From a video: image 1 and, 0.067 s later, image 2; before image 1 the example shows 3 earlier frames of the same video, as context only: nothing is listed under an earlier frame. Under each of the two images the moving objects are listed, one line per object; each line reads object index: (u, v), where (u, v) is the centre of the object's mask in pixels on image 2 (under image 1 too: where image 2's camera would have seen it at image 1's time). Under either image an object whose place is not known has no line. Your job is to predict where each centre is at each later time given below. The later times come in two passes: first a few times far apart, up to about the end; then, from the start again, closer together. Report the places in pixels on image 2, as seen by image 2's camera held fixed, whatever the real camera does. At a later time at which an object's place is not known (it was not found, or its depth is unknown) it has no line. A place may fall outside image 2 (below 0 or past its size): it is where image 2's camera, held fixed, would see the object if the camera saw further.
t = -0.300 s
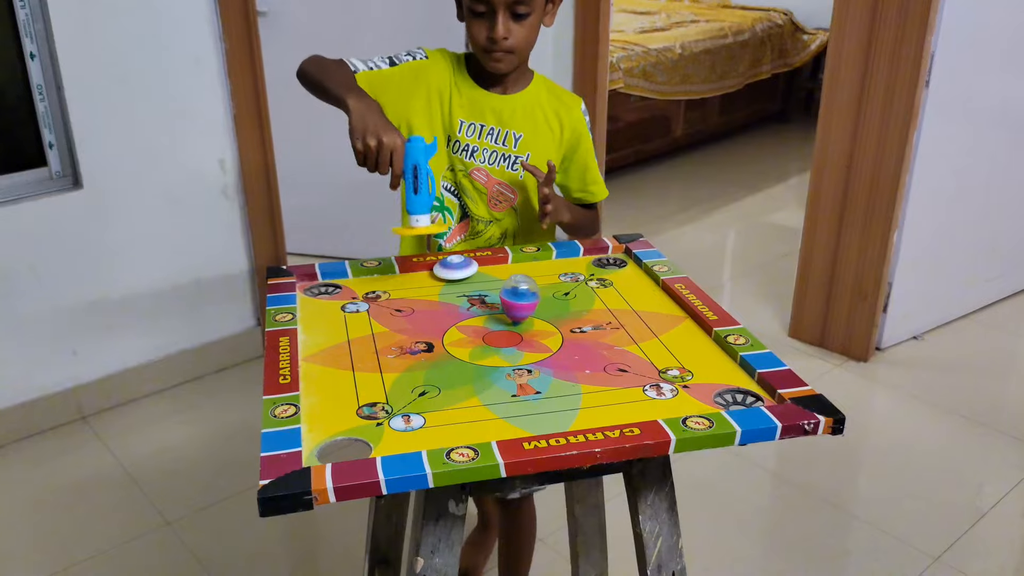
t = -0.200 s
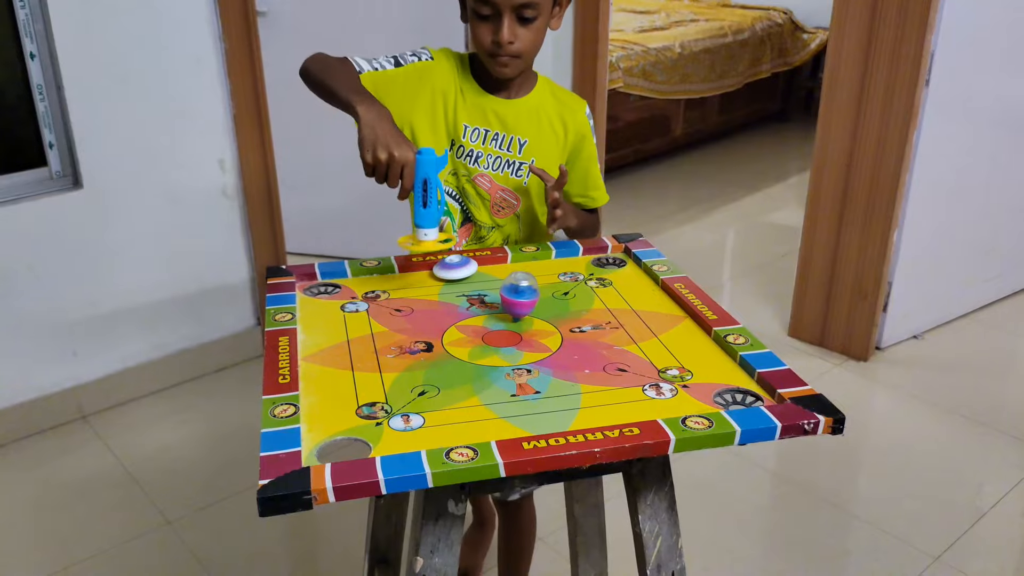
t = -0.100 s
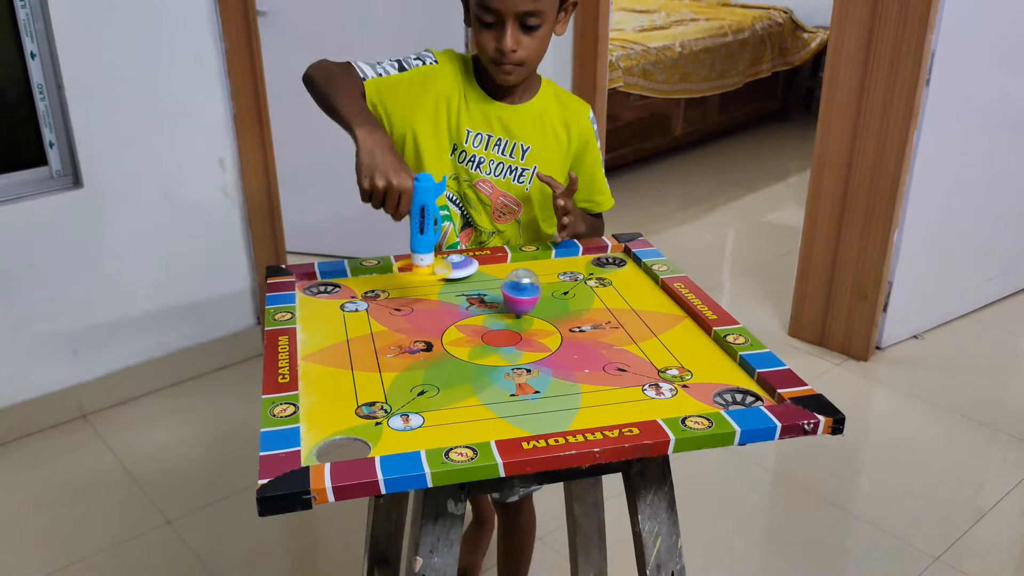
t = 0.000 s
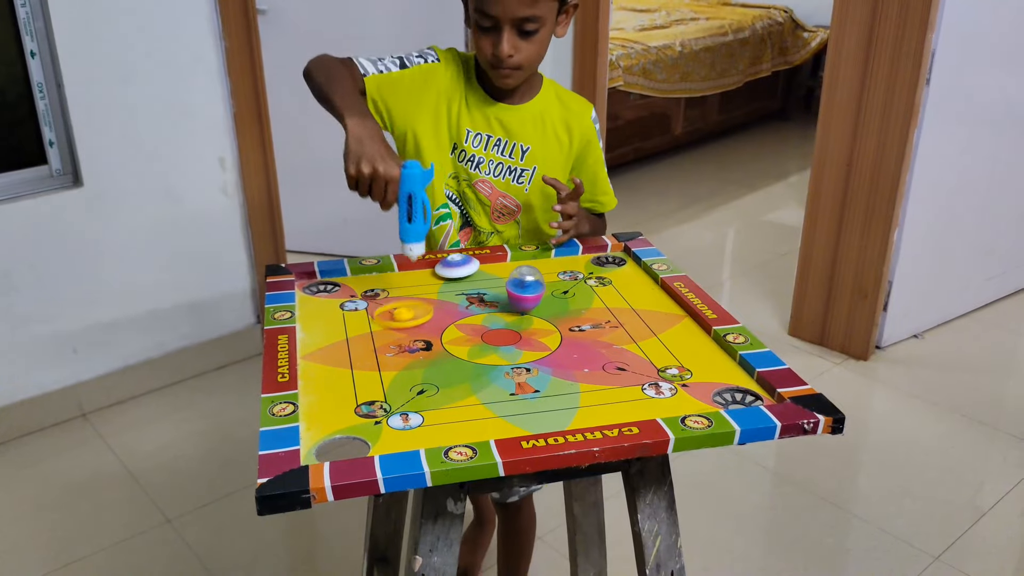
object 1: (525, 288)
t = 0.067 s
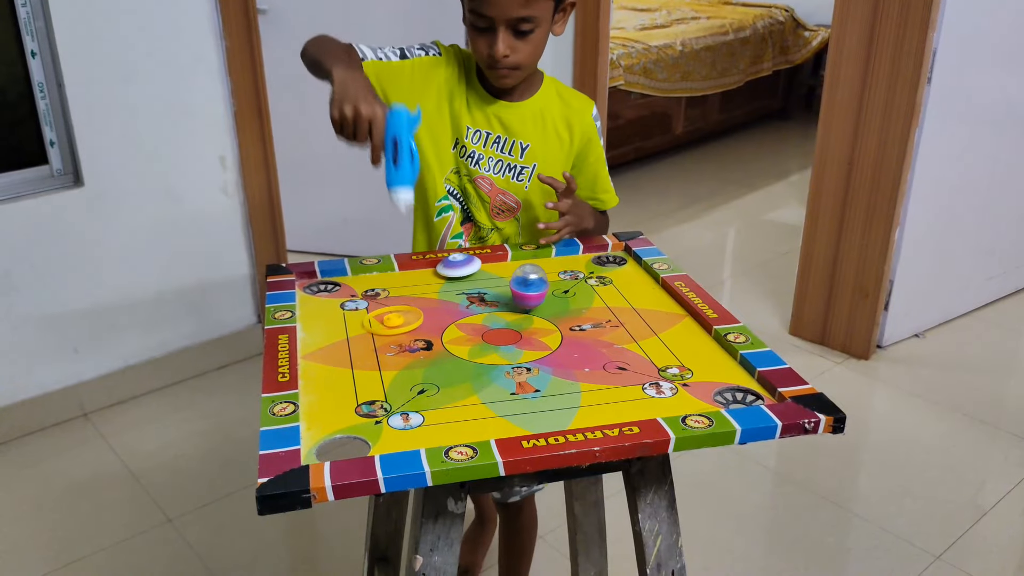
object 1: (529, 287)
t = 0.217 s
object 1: (538, 285)
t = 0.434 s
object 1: (554, 285)
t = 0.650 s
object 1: (567, 287)
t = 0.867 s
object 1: (573, 291)
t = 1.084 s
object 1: (572, 294)
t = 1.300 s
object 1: (565, 295)
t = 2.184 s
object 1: (570, 285)
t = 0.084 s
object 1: (529, 287)
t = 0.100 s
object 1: (530, 287)
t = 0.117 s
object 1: (531, 286)
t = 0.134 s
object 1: (532, 286)
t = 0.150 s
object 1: (533, 286)
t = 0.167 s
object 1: (535, 285)
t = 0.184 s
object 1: (536, 286)
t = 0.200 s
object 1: (537, 285)
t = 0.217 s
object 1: (538, 285)
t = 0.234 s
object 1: (539, 285)
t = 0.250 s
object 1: (541, 285)
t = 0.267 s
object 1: (542, 284)
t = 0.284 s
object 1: (543, 284)
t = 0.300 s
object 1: (544, 284)
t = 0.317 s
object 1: (546, 284)
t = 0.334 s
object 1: (547, 284)
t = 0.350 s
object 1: (548, 284)
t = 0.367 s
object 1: (550, 284)
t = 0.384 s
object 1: (551, 284)
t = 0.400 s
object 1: (552, 284)
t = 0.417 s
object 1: (553, 284)
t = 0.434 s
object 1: (554, 285)
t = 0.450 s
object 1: (555, 285)
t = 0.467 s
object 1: (556, 285)
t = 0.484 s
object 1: (558, 285)
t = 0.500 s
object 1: (559, 285)
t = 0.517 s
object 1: (560, 286)
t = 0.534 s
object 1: (561, 286)
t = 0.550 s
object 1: (562, 286)
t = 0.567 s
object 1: (563, 286)
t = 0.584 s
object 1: (564, 286)
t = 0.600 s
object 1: (564, 287)
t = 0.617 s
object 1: (565, 287)
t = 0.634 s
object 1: (566, 287)
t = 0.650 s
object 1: (567, 287)
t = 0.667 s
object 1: (568, 288)
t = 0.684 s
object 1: (569, 288)
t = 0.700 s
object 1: (569, 289)
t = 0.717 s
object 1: (570, 289)
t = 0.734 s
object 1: (570, 289)
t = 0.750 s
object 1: (570, 289)
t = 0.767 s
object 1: (571, 290)
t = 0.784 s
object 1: (571, 290)
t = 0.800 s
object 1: (572, 290)
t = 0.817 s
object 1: (572, 291)
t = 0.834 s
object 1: (572, 291)
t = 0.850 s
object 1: (572, 291)
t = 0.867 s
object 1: (573, 291)
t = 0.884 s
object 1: (573, 292)
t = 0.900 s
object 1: (573, 292)
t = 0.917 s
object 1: (573, 293)
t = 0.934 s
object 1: (573, 292)
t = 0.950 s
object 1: (573, 293)
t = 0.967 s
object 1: (573, 293)
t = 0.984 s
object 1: (573, 293)
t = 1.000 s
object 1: (573, 293)
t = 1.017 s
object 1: (573, 294)
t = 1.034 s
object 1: (572, 294)
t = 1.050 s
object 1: (572, 294)
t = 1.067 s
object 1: (572, 294)
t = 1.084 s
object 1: (572, 294)
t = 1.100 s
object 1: (571, 294)
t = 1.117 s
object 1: (571, 294)
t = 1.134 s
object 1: (570, 294)
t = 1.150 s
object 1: (570, 295)
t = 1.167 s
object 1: (569, 295)
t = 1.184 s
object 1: (569, 294)
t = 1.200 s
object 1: (568, 295)
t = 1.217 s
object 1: (568, 294)
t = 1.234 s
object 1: (567, 294)
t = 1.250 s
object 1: (566, 294)
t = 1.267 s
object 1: (566, 295)
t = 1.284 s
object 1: (566, 294)
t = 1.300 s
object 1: (565, 295)
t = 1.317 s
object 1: (564, 294)
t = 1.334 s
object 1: (564, 294)
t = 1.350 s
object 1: (562, 295)
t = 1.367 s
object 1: (561, 295)
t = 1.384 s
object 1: (561, 295)
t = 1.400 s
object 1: (560, 295)
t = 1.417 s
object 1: (560, 295)
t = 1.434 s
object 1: (559, 295)
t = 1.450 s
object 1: (559, 295)
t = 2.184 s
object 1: (570, 285)
